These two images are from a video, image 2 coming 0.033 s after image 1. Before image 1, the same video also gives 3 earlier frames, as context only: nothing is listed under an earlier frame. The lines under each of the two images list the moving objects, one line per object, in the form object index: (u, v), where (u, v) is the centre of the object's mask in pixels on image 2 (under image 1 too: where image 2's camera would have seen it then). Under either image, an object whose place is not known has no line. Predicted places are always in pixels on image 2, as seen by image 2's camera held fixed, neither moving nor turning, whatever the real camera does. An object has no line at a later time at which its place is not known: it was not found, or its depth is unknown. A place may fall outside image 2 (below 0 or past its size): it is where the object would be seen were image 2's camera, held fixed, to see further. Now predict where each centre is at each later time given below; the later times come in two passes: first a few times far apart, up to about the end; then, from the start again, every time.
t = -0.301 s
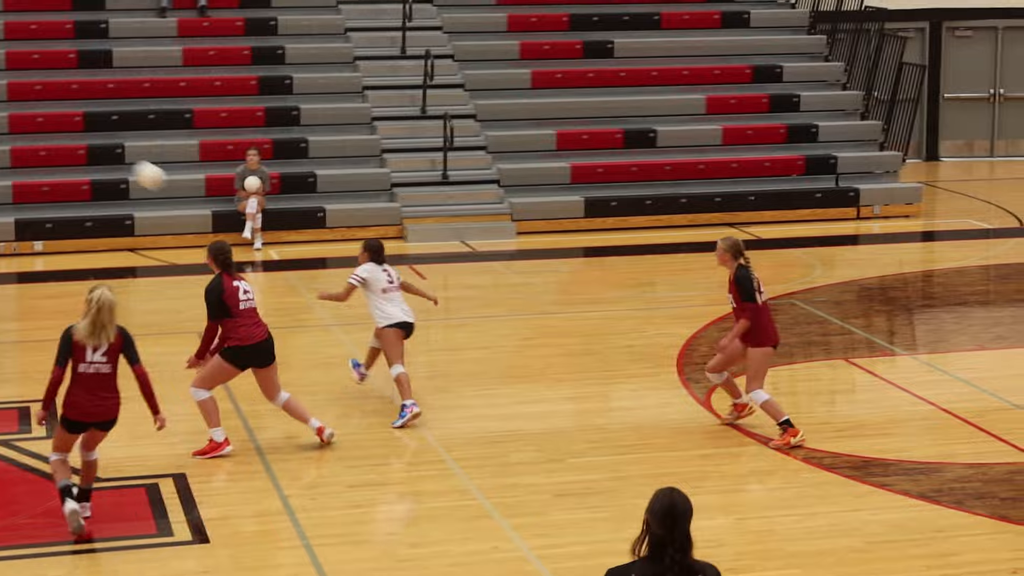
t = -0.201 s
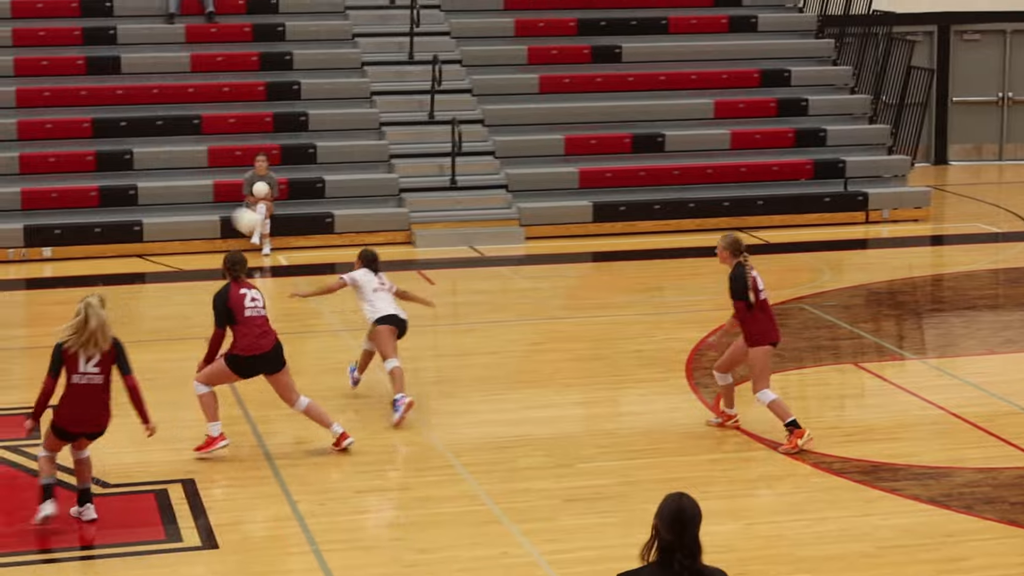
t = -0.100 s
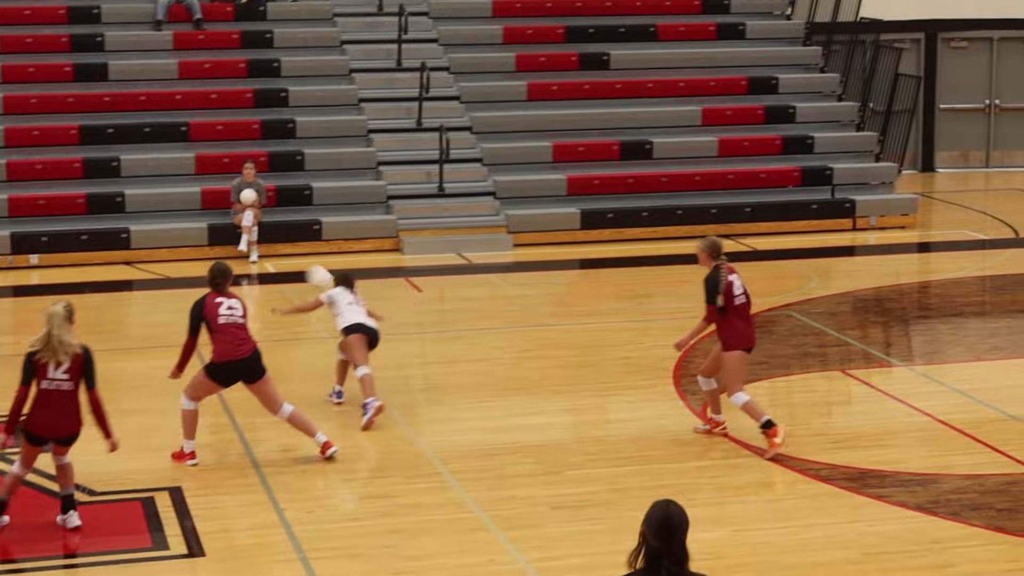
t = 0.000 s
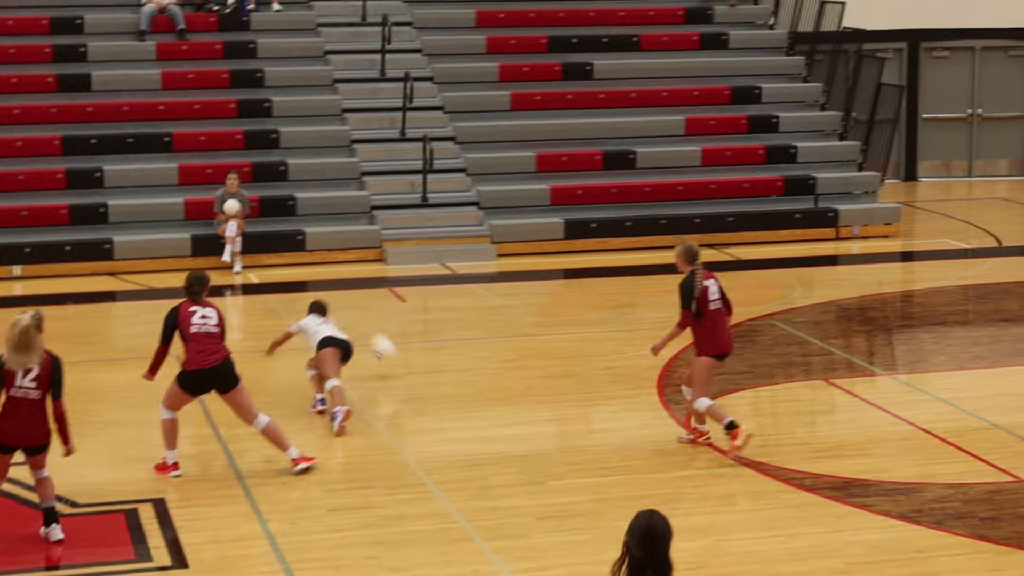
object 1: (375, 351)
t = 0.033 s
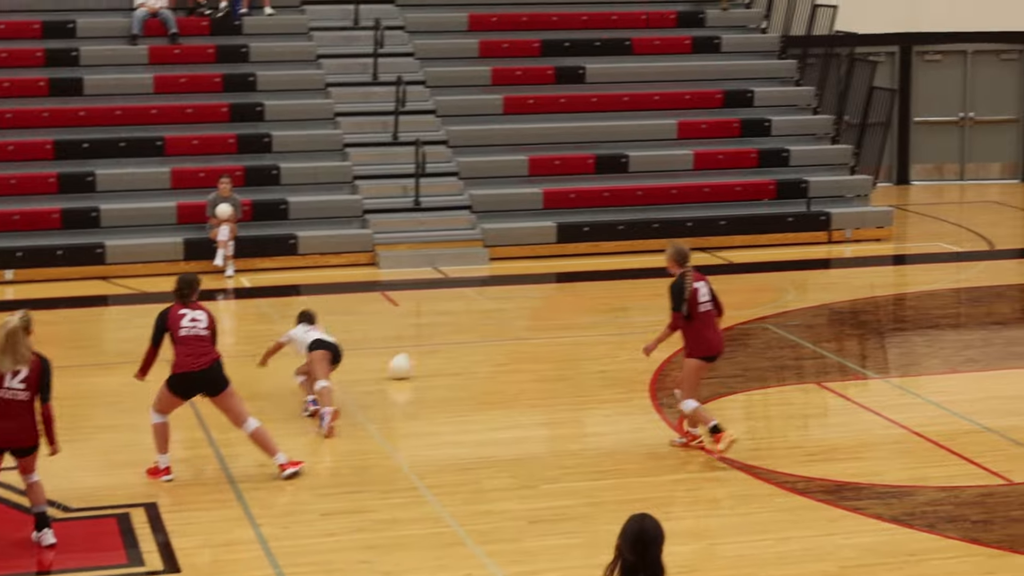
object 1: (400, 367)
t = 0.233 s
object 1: (534, 271)
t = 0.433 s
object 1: (657, 225)
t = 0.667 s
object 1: (795, 226)
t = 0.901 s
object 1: (919, 284)
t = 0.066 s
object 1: (423, 345)
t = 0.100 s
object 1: (446, 326)
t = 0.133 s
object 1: (468, 309)
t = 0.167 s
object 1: (490, 294)
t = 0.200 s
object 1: (512, 281)
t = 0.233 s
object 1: (534, 271)
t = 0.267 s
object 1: (555, 258)
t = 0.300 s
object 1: (577, 249)
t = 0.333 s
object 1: (598, 241)
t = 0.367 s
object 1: (621, 233)
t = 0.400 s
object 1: (643, 228)
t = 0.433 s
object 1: (657, 225)
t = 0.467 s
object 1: (683, 220)
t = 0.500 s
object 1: (703, 219)
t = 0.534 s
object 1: (722, 217)
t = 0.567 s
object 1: (738, 218)
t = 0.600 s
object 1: (757, 220)
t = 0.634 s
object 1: (776, 223)
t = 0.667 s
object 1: (795, 226)
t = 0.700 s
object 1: (813, 232)
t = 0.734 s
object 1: (831, 237)
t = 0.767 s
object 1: (849, 244)
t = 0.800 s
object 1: (867, 254)
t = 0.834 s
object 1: (884, 261)
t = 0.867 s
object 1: (901, 271)
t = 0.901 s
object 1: (919, 284)
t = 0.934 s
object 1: (935, 298)
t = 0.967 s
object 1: (951, 312)
